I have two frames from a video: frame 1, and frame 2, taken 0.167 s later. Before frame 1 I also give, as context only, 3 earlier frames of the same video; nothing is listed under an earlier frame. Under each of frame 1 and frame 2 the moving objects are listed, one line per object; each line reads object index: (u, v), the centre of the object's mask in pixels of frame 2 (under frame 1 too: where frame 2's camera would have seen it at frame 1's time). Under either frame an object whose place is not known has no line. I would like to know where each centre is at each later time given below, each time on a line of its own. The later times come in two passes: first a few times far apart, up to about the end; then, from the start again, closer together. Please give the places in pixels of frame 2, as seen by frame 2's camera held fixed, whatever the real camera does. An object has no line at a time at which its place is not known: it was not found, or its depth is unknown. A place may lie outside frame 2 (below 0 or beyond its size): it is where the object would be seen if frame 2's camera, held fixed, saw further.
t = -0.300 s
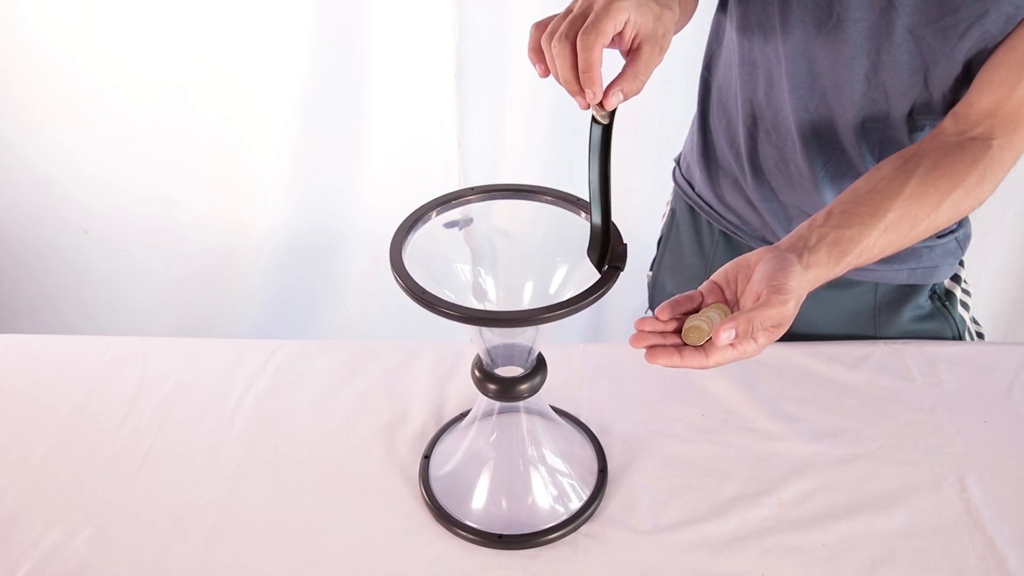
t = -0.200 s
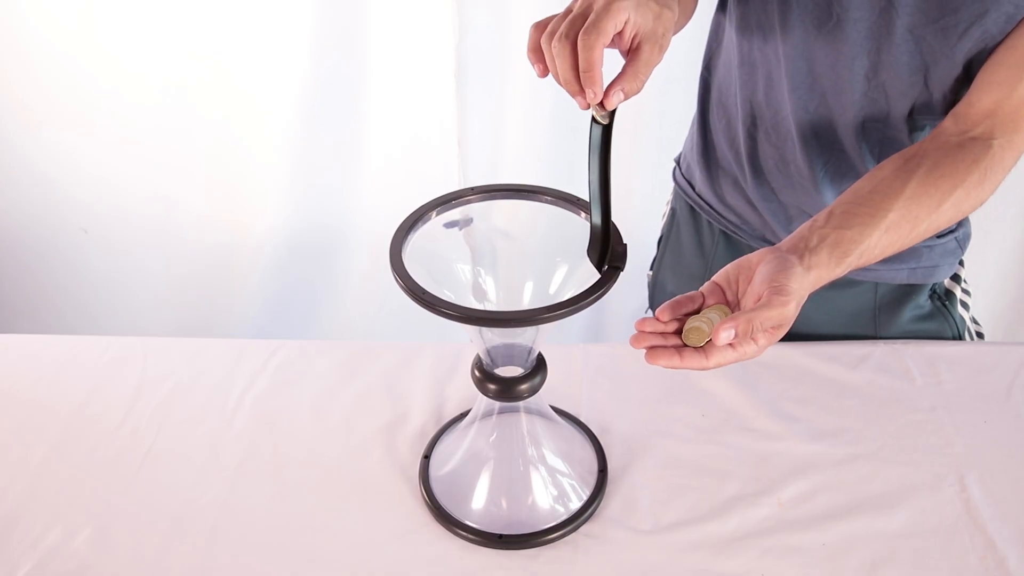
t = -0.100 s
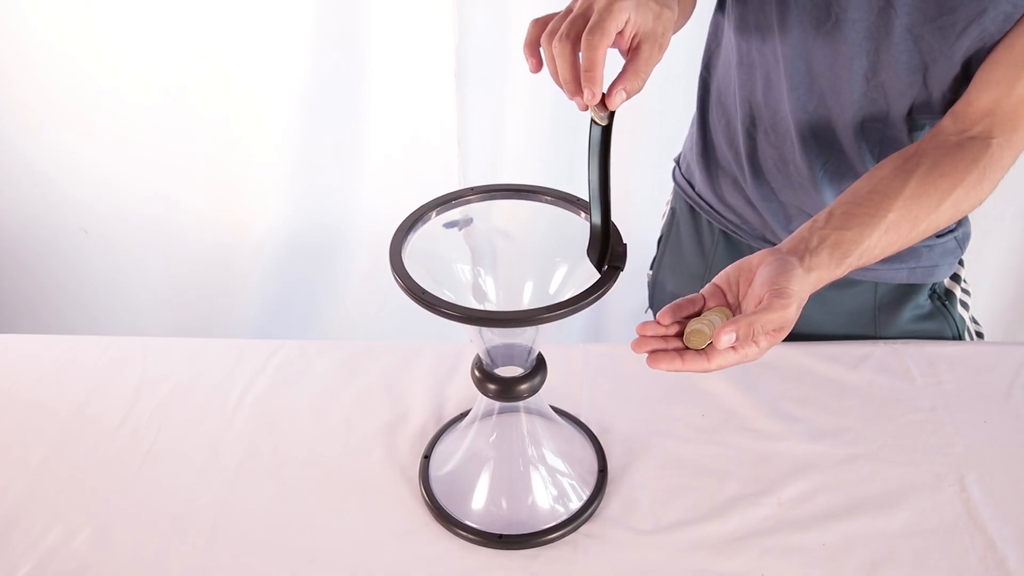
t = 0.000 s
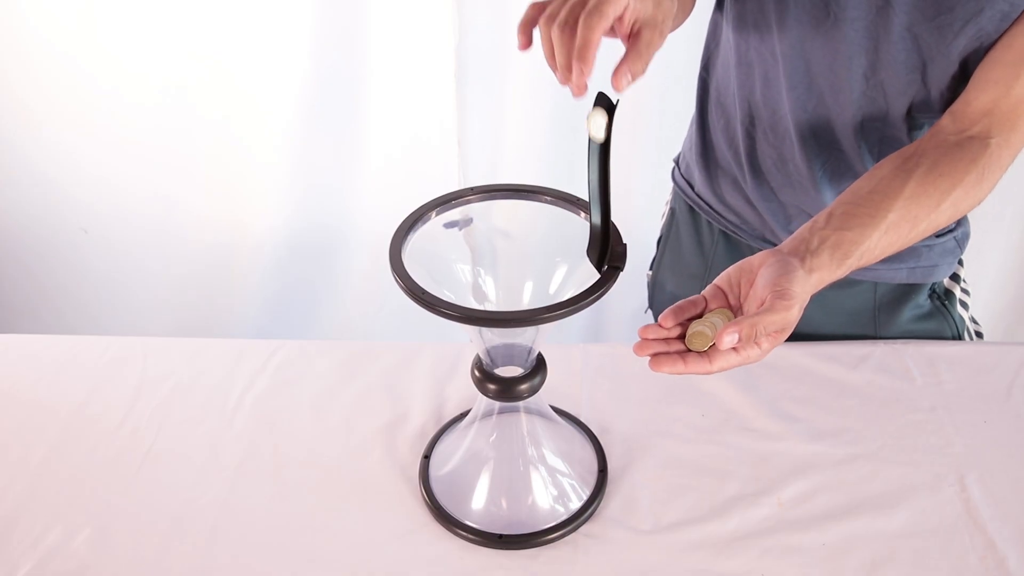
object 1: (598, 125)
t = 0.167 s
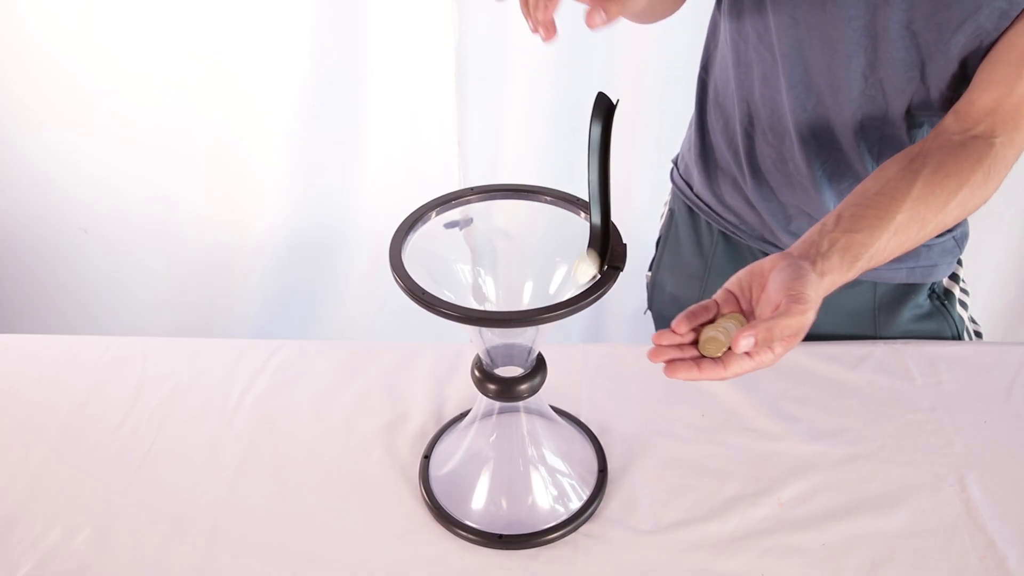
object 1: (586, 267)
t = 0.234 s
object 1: (536, 298)
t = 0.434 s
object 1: (456, 251)
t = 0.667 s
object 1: (542, 299)
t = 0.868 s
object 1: (473, 251)
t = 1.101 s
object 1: (508, 306)
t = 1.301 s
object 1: (514, 254)
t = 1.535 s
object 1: (463, 298)
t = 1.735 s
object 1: (556, 288)
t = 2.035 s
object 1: (543, 275)
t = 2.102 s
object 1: (541, 302)
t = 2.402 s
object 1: (543, 302)
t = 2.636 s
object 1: (529, 281)
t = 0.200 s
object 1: (562, 291)
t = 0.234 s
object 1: (536, 298)
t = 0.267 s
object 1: (502, 302)
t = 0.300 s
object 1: (474, 299)
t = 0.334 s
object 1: (451, 291)
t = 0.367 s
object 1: (440, 280)
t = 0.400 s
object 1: (442, 265)
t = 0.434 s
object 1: (456, 251)
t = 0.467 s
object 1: (482, 241)
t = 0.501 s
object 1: (513, 238)
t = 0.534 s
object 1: (538, 242)
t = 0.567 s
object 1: (561, 253)
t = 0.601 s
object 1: (570, 268)
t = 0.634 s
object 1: (563, 288)
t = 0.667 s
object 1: (542, 299)
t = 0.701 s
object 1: (515, 305)
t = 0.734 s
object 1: (484, 303)
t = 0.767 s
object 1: (460, 296)
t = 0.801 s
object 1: (448, 282)
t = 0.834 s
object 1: (454, 264)
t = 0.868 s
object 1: (473, 251)
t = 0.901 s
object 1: (500, 244)
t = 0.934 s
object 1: (529, 246)
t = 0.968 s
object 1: (551, 257)
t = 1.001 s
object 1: (563, 274)
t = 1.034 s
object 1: (558, 292)
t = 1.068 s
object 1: (536, 302)
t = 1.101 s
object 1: (508, 306)
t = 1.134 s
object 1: (480, 304)
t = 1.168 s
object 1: (458, 295)
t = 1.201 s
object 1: (451, 281)
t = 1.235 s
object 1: (462, 264)
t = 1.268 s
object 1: (485, 256)
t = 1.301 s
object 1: (514, 254)
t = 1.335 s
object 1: (542, 262)
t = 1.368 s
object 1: (556, 276)
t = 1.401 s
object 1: (555, 294)
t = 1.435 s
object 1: (537, 303)
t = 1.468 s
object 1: (511, 307)
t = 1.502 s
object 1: (485, 306)
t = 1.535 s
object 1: (463, 298)
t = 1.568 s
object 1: (457, 286)
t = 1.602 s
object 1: (470, 270)
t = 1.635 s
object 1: (494, 262)
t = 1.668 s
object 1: (524, 262)
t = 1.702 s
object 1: (545, 271)
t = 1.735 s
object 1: (556, 288)
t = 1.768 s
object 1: (547, 299)
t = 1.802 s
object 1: (524, 307)
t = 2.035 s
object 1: (543, 275)
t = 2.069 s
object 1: (552, 292)
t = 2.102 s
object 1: (541, 302)
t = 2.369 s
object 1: (547, 289)
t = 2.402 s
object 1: (543, 302)
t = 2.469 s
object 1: (500, 333)
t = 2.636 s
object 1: (529, 281)
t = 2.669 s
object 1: (544, 294)
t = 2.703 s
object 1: (538, 304)
